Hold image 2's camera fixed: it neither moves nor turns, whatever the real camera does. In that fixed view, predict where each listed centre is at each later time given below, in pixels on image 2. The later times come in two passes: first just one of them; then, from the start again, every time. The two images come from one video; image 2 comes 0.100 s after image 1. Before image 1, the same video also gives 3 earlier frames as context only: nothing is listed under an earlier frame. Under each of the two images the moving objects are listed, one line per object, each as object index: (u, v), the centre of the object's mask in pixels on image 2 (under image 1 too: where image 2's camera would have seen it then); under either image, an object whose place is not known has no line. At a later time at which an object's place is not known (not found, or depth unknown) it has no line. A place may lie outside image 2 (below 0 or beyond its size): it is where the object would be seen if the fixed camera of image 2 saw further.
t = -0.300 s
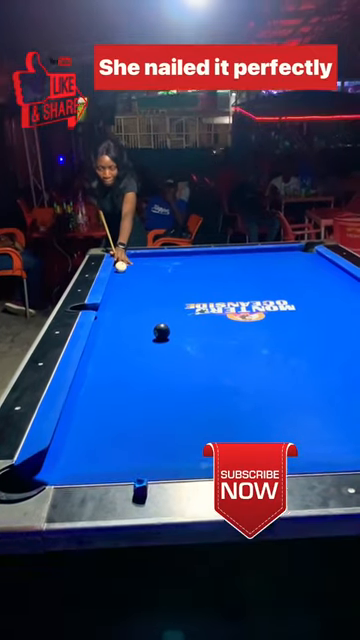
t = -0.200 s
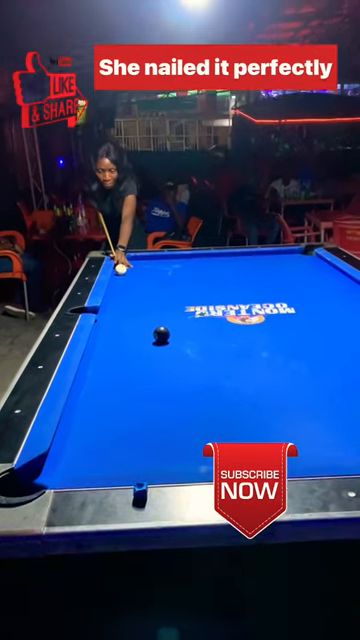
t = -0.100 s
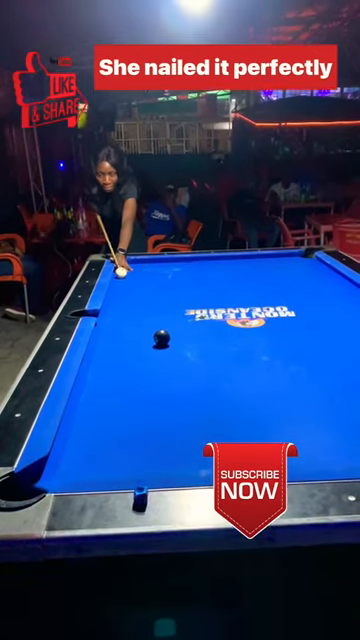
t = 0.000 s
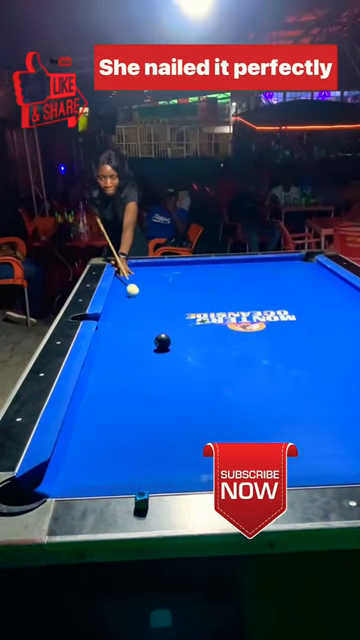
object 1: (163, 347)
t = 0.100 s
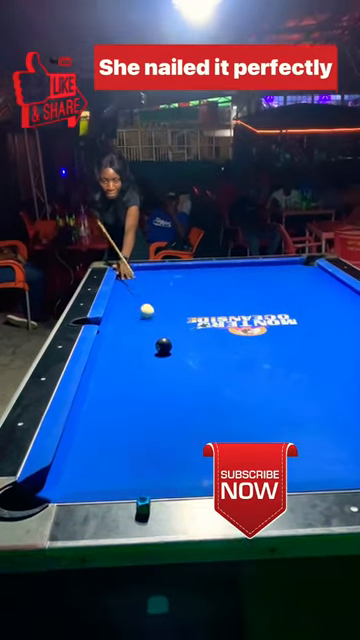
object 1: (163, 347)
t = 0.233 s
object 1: (162, 348)
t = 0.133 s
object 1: (163, 347)
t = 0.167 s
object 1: (163, 347)
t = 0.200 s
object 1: (163, 347)
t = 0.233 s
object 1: (162, 348)
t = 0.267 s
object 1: (156, 355)
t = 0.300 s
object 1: (150, 363)
